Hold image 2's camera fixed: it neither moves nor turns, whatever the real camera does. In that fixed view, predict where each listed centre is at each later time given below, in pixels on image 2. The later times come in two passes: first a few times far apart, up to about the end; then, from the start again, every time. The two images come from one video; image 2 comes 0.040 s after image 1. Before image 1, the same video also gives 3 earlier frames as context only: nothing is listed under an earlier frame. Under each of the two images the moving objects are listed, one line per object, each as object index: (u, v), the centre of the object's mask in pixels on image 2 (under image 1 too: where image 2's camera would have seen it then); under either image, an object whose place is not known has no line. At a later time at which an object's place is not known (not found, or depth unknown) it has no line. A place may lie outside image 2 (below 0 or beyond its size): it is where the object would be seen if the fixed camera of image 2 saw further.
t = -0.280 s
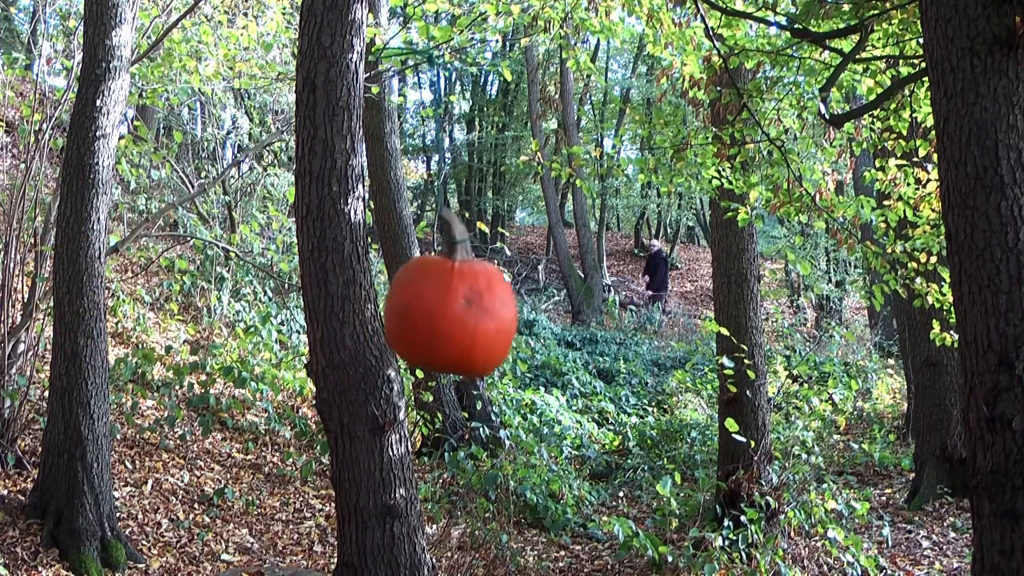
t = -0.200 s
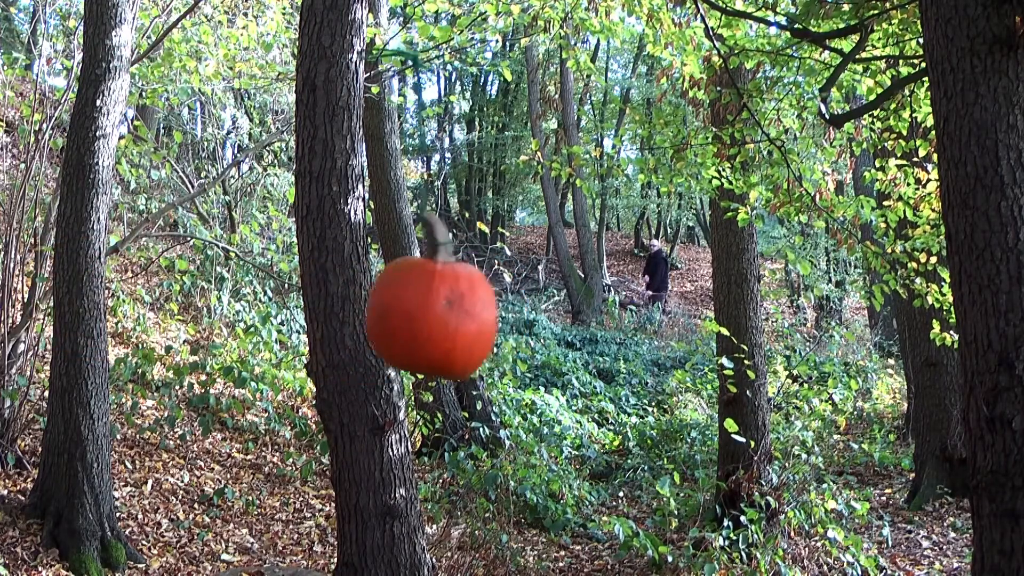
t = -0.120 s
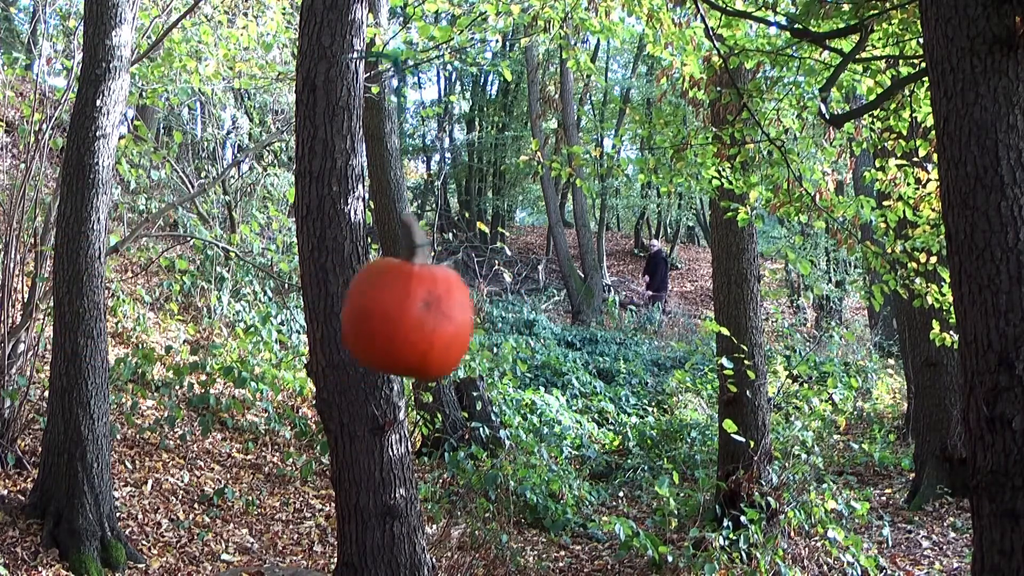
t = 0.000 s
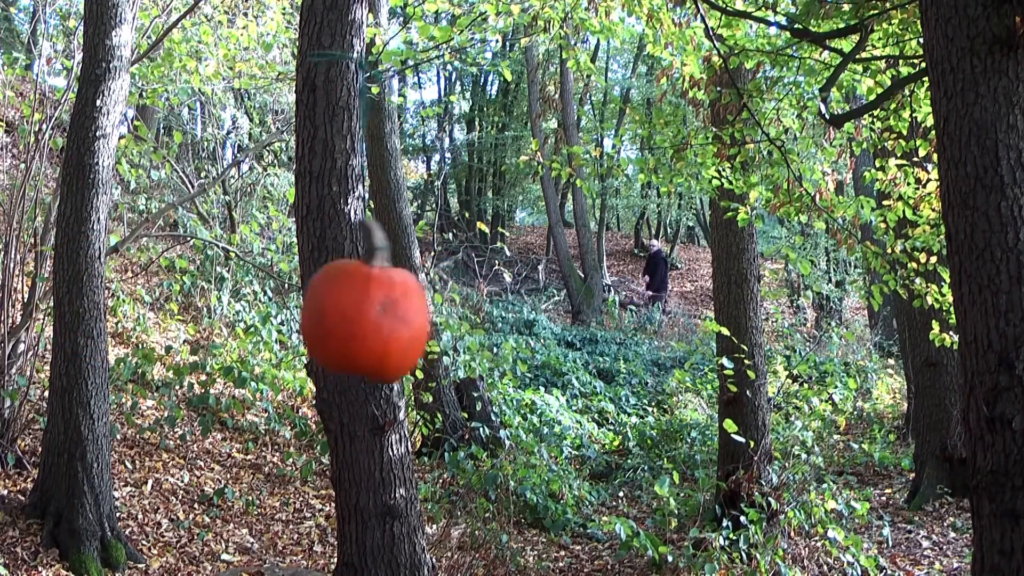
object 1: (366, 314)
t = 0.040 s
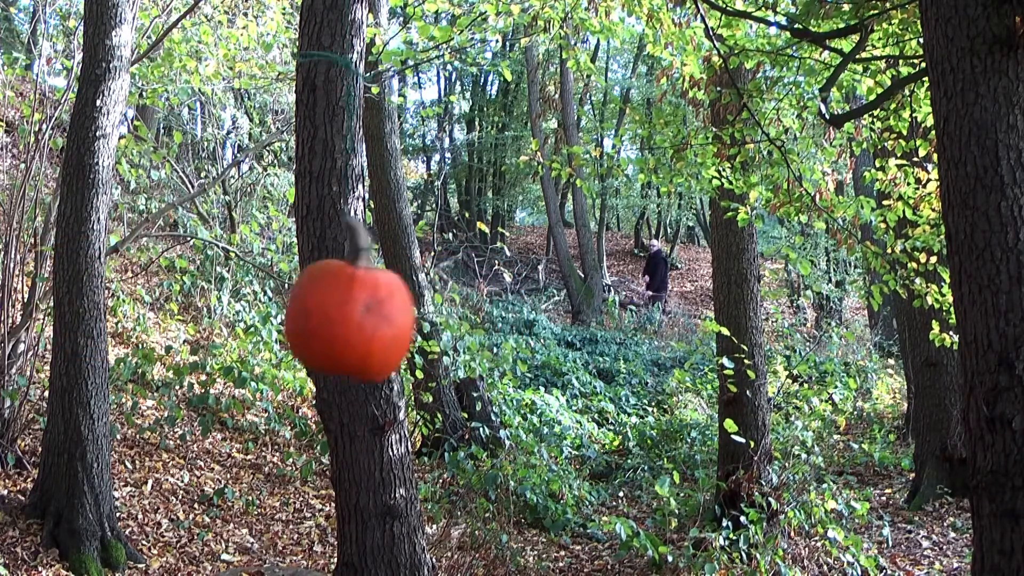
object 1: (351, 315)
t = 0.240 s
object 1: (267, 314)
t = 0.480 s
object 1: (170, 307)
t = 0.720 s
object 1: (102, 295)
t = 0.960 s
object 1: (75, 291)
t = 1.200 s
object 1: (93, 294)
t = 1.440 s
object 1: (155, 302)
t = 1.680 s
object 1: (247, 312)
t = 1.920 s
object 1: (346, 315)
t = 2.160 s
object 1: (428, 311)
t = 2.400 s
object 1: (468, 307)
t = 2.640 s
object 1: (458, 308)
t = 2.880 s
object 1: (396, 312)
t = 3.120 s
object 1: (305, 314)
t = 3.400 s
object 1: (190, 308)
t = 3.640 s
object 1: (115, 297)
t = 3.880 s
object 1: (79, 291)
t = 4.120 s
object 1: (88, 293)
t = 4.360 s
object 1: (140, 302)
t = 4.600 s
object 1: (227, 311)
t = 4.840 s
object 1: (326, 315)
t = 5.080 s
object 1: (411, 312)
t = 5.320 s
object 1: (462, 309)
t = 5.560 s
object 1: (461, 309)
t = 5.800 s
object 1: (410, 312)
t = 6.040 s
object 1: (325, 316)
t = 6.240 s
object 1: (241, 314)
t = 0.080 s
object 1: (334, 316)
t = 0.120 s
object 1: (318, 316)
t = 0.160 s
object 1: (302, 316)
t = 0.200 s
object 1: (285, 315)
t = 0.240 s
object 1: (267, 314)
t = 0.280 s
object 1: (250, 313)
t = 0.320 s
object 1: (232, 312)
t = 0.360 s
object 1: (217, 311)
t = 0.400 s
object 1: (201, 309)
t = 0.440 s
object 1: (185, 308)
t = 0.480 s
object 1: (170, 307)
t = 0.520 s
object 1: (157, 304)
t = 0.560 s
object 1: (143, 302)
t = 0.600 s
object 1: (131, 301)
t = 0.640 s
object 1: (119, 298)
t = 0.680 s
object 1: (110, 297)
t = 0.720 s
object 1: (102, 295)
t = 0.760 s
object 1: (94, 294)
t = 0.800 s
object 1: (89, 293)
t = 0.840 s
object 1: (83, 292)
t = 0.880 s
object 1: (79, 291)
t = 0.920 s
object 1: (76, 291)
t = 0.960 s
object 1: (75, 291)
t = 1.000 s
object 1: (75, 291)
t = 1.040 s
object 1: (75, 291)
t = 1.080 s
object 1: (78, 291)
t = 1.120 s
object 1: (82, 292)
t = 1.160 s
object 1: (87, 293)
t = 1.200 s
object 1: (93, 294)
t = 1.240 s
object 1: (101, 295)
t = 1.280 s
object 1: (109, 297)
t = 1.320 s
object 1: (118, 298)
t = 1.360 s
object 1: (129, 300)
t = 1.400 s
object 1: (142, 302)
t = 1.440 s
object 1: (155, 302)
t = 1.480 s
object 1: (168, 305)
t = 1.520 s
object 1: (183, 307)
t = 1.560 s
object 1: (198, 309)
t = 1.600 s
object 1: (214, 310)
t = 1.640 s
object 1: (230, 311)
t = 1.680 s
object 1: (247, 312)
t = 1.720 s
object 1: (264, 313)
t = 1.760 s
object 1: (282, 313)
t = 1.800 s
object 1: (298, 314)
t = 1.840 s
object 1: (315, 314)
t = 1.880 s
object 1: (331, 315)
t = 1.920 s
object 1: (346, 315)
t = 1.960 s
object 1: (362, 313)
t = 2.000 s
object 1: (377, 314)
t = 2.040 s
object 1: (390, 313)
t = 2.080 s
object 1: (404, 311)
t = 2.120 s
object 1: (416, 311)
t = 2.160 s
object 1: (428, 311)
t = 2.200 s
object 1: (438, 310)
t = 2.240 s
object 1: (447, 309)
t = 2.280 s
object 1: (455, 309)
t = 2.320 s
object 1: (461, 308)
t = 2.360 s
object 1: (466, 308)
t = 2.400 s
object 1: (468, 307)
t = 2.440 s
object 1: (470, 307)
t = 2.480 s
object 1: (470, 307)
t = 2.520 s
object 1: (470, 307)
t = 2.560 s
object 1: (467, 308)
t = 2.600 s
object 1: (463, 308)
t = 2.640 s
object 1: (458, 308)
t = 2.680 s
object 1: (450, 309)
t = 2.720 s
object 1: (442, 309)
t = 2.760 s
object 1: (432, 310)
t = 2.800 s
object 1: (422, 311)
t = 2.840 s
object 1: (409, 312)
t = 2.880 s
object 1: (396, 312)
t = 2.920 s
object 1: (382, 313)
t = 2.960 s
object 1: (368, 313)
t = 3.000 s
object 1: (353, 313)
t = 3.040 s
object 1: (338, 314)
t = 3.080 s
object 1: (321, 315)
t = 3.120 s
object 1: (305, 314)
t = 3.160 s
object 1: (288, 314)
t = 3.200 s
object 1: (272, 314)
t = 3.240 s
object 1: (254, 313)
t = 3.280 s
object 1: (237, 312)
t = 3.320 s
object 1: (220, 311)
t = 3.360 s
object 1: (206, 309)
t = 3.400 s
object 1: (190, 308)
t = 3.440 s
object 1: (175, 306)
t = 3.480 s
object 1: (161, 304)
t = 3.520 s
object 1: (148, 302)
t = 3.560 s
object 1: (136, 301)
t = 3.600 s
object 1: (124, 299)
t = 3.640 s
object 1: (115, 297)
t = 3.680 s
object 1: (106, 296)
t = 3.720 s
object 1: (99, 295)
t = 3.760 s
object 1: (92, 293)
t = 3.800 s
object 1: (87, 292)
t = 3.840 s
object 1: (82, 291)
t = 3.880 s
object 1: (79, 291)
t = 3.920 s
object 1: (78, 291)
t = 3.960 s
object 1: (77, 291)
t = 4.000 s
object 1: (78, 291)
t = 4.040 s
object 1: (80, 292)
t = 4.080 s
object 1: (83, 292)
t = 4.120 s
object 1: (88, 293)
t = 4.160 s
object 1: (94, 294)
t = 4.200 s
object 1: (100, 295)
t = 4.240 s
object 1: (109, 296)
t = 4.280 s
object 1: (117, 298)
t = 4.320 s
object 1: (128, 300)
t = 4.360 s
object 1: (140, 302)
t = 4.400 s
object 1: (153, 303)
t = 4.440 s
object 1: (167, 305)
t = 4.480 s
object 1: (181, 307)
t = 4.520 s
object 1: (195, 308)
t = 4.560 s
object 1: (211, 309)
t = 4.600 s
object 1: (227, 311)
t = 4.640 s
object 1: (244, 312)
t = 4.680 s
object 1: (260, 314)
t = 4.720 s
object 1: (278, 314)
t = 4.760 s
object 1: (294, 314)
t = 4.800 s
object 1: (311, 314)
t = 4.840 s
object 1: (326, 315)
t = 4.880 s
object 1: (342, 313)
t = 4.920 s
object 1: (357, 313)
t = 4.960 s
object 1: (372, 313)
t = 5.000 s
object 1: (385, 313)
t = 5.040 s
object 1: (399, 313)
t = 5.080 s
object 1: (411, 312)
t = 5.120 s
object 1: (423, 311)
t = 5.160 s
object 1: (433, 310)
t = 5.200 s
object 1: (443, 310)
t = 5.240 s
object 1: (450, 310)
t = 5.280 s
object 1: (456, 309)
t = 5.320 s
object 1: (462, 309)
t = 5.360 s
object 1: (465, 308)
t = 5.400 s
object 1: (467, 308)
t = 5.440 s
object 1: (468, 308)
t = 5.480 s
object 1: (467, 308)
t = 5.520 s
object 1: (465, 308)
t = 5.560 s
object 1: (461, 309)
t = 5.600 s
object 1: (456, 309)
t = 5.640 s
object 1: (450, 310)
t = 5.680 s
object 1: (442, 310)
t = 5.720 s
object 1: (432, 311)
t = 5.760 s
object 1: (421, 312)
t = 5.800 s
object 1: (410, 312)
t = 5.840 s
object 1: (397, 314)
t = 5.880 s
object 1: (383, 314)
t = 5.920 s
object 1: (369, 314)
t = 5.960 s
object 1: (355, 314)
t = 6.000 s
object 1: (341, 316)
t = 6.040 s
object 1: (325, 316)
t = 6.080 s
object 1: (308, 316)
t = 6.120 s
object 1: (293, 315)
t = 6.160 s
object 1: (276, 315)
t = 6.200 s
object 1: (259, 314)
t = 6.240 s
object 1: (241, 314)
